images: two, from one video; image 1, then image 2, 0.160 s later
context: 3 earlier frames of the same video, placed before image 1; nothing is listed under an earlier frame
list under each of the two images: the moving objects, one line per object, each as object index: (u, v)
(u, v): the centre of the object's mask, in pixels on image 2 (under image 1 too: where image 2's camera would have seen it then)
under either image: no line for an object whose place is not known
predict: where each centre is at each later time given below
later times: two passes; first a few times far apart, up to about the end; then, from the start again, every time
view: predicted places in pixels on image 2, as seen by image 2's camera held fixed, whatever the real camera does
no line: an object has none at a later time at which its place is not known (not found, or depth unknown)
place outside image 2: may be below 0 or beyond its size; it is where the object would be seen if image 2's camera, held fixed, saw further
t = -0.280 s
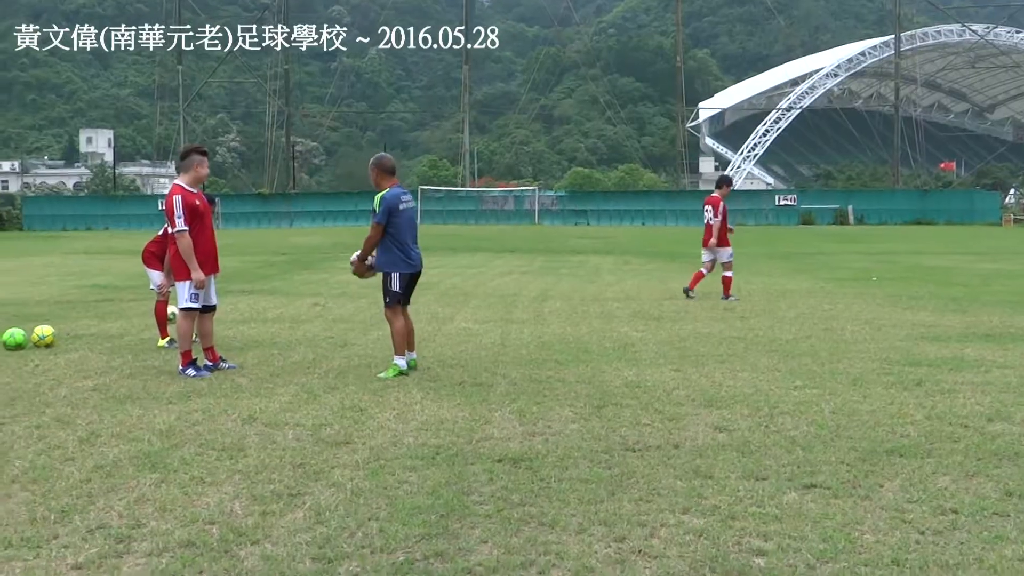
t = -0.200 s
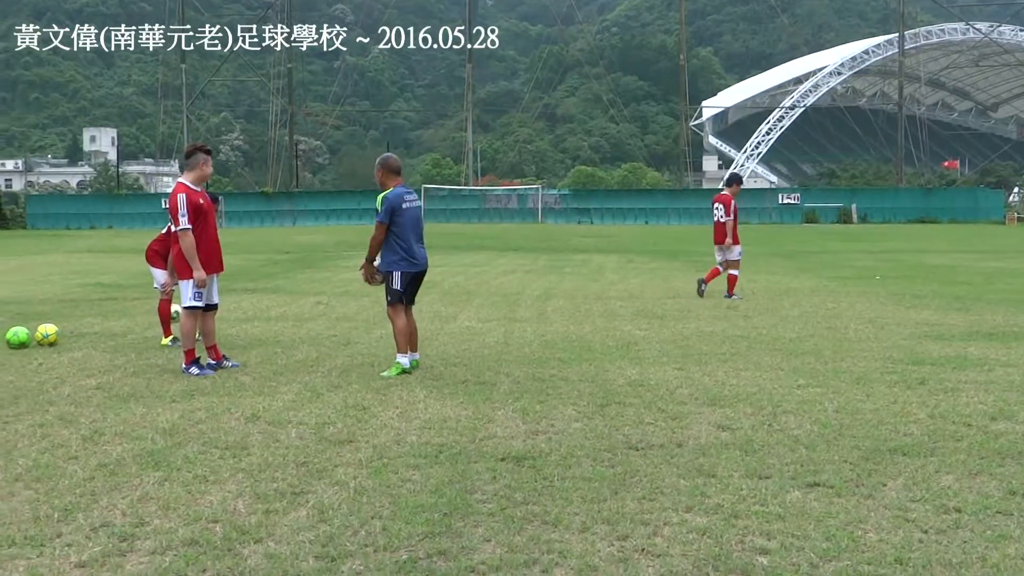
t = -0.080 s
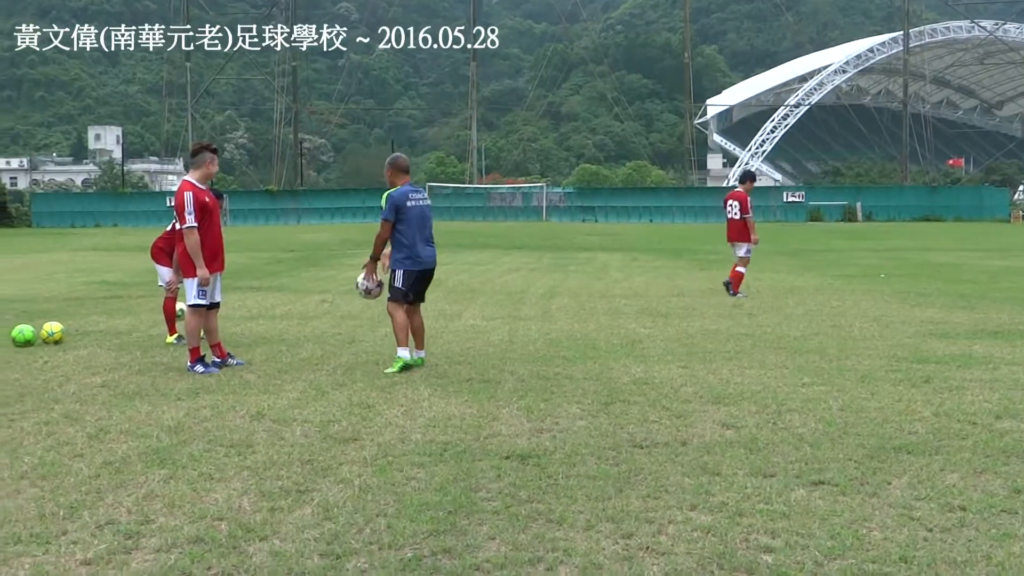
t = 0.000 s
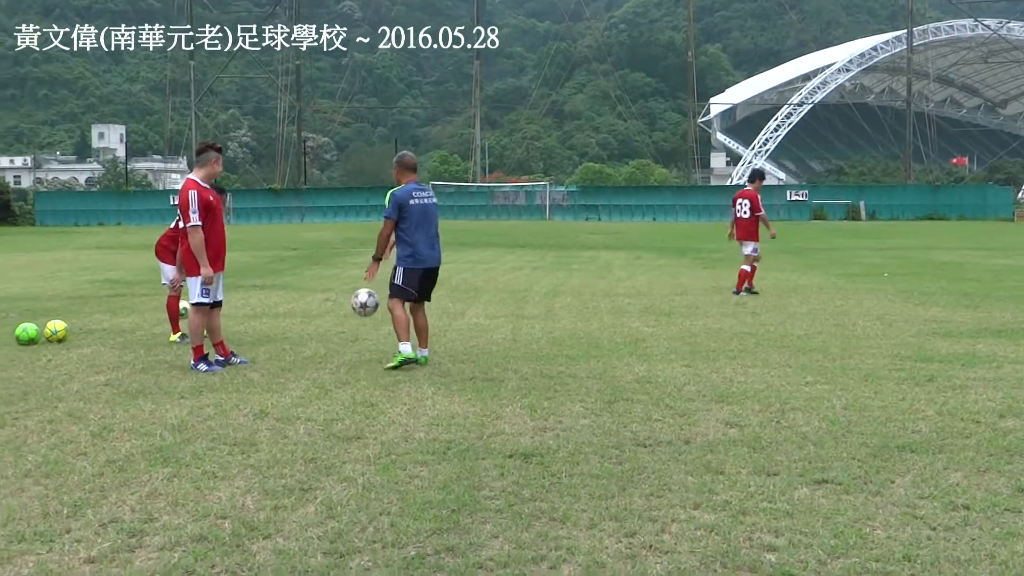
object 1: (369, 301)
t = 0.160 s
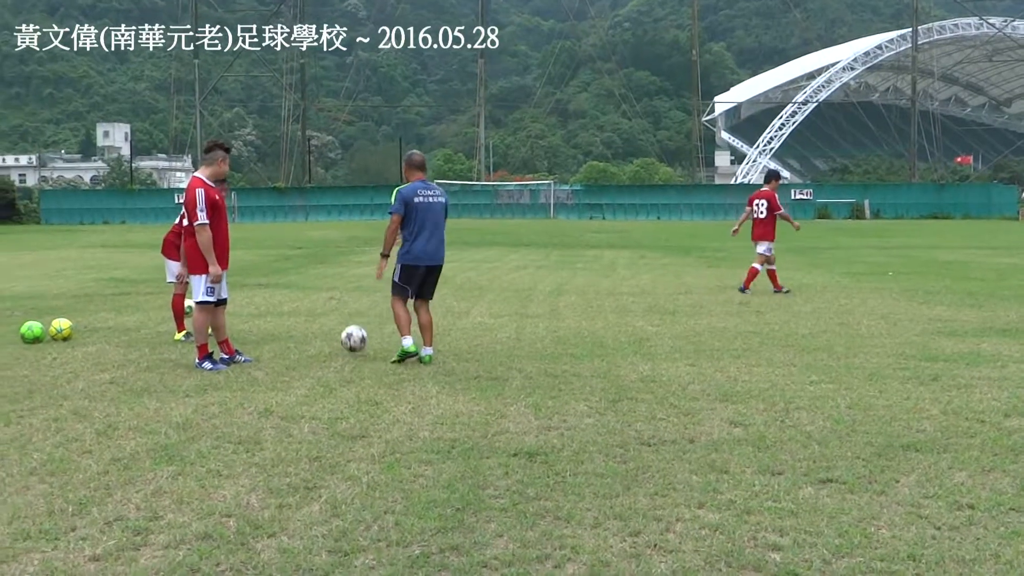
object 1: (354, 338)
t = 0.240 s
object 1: (348, 317)
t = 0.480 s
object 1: (330, 298)
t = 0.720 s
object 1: (312, 338)
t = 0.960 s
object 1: (298, 314)
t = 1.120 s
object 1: (288, 335)
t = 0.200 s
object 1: (351, 327)
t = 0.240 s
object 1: (348, 317)
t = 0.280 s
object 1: (344, 308)
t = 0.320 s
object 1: (341, 303)
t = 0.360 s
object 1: (339, 298)
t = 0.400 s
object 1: (336, 296)
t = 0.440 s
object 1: (333, 296)
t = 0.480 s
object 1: (330, 298)
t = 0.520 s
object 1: (327, 301)
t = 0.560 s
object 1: (324, 307)
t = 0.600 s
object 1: (321, 314)
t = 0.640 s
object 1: (318, 323)
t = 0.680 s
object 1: (315, 334)
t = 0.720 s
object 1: (312, 338)
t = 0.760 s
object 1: (310, 330)
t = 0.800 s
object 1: (307, 323)
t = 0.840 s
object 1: (305, 318)
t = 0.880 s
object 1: (302, 315)
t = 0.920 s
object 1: (300, 314)
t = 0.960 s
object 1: (298, 314)
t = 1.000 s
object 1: (295, 317)
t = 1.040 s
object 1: (293, 321)
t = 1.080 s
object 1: (291, 327)
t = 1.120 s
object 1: (288, 335)
